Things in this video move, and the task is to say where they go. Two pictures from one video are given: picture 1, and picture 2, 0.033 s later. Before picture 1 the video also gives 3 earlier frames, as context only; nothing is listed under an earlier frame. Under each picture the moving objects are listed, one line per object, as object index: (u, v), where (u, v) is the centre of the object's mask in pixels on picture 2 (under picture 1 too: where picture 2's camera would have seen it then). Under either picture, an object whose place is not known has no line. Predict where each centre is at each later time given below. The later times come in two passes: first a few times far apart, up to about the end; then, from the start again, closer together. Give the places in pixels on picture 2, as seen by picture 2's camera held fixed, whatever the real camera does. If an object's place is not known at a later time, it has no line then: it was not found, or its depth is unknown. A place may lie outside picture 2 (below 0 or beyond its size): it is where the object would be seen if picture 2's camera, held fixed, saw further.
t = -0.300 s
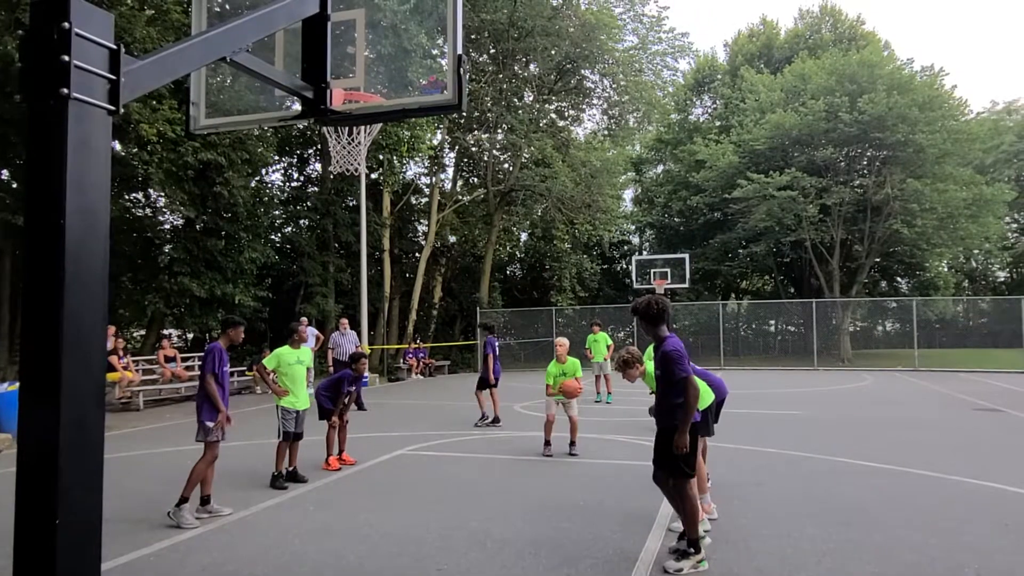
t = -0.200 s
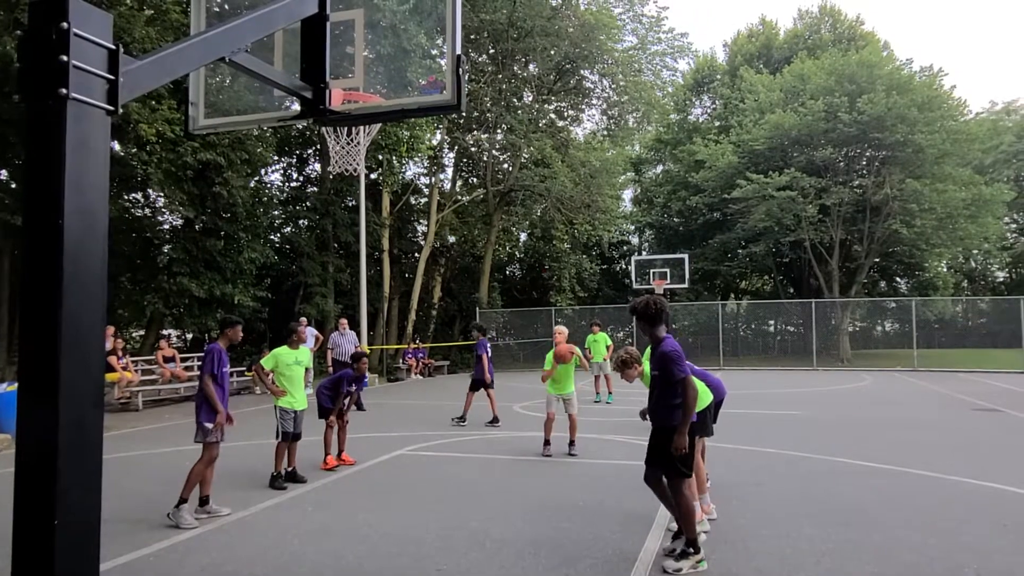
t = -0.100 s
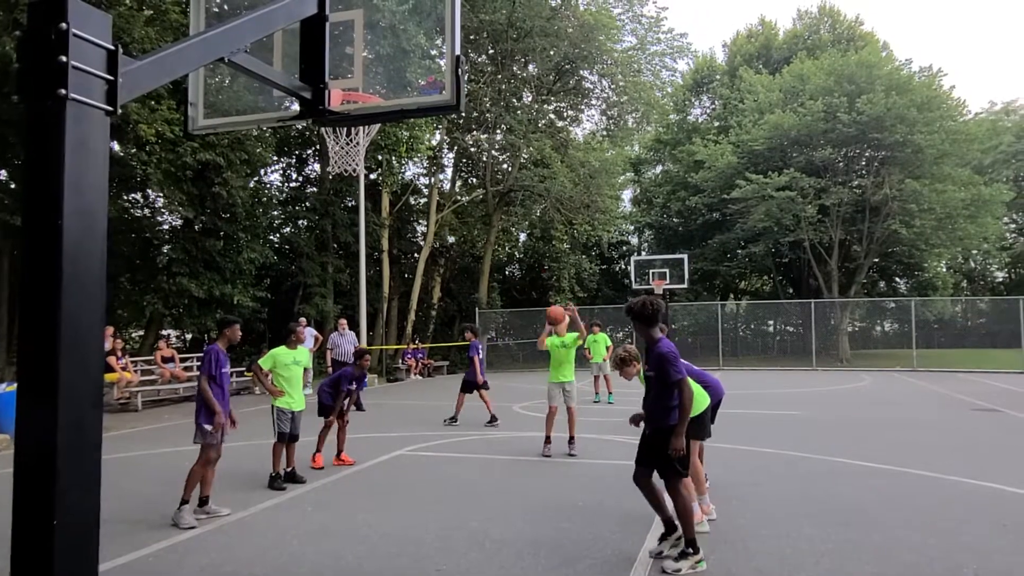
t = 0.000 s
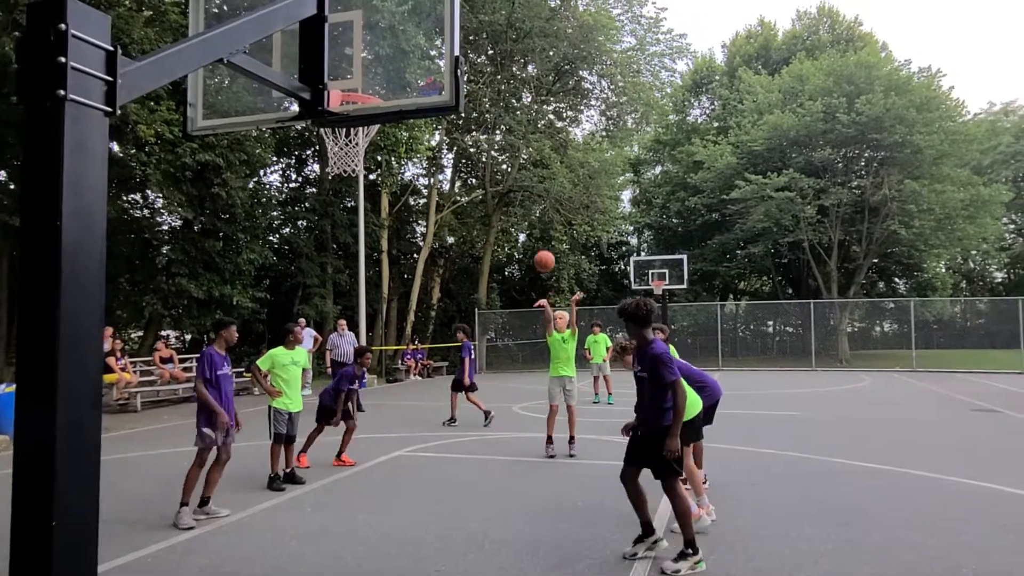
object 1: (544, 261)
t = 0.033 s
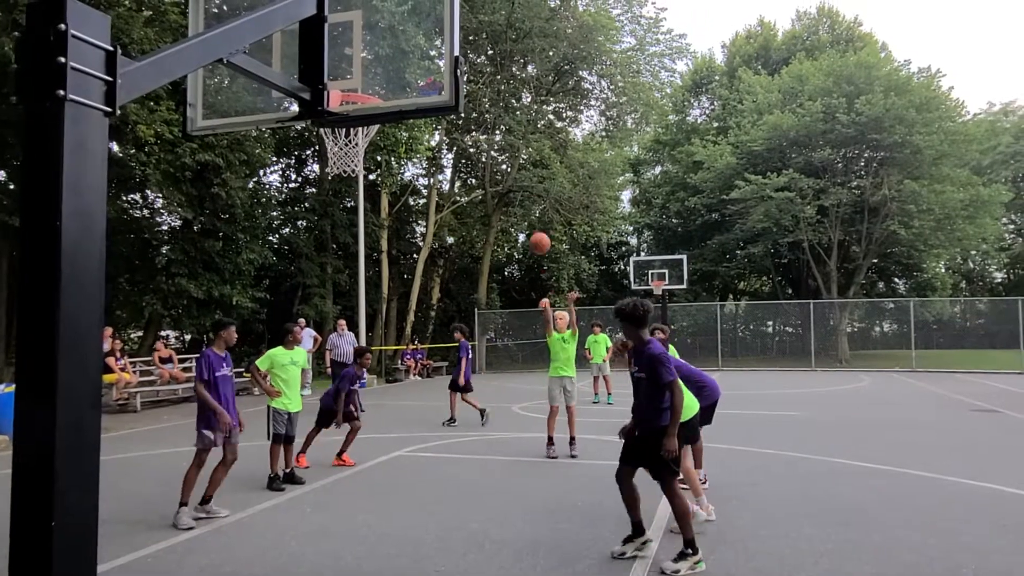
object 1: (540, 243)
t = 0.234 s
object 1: (513, 145)
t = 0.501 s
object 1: (470, 52)
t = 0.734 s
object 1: (419, 18)
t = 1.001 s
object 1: (341, 61)
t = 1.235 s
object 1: (378, 14)
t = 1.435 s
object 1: (425, 4)
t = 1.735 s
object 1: (488, 66)
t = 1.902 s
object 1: (518, 142)
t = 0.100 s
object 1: (531, 208)
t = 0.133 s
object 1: (526, 192)
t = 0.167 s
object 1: (522, 176)
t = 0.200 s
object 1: (518, 160)
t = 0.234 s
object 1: (513, 145)
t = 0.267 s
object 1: (507, 131)
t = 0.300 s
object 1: (502, 119)
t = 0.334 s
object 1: (497, 105)
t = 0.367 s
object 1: (492, 93)
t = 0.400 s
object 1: (486, 82)
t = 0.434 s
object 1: (480, 72)
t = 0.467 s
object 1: (475, 62)
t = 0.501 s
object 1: (470, 52)
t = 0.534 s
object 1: (466, 45)
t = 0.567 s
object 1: (463, 38)
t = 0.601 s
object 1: (439, 31)
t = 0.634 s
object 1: (437, 26)
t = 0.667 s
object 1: (433, 23)
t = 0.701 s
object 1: (428, 22)
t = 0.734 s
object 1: (419, 18)
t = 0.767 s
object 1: (412, 18)
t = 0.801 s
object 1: (403, 18)
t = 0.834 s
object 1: (394, 21)
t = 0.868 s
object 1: (386, 25)
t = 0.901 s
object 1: (377, 33)
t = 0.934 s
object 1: (371, 42)
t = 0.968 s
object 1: (352, 47)
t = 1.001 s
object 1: (341, 61)
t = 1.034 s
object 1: (338, 70)
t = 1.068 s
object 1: (337, 71)
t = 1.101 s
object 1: (340, 61)
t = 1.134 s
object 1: (341, 54)
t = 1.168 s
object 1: (362, 34)
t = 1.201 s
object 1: (373, 22)
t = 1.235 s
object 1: (378, 14)
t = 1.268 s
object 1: (386, 10)
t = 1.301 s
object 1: (395, 8)
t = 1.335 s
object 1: (402, 6)
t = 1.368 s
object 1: (412, 5)
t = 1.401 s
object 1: (418, 5)
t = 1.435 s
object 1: (425, 4)
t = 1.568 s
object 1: (466, 16)
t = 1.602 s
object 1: (468, 22)
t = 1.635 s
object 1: (471, 31)
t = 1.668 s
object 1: (475, 42)
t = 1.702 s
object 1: (481, 53)
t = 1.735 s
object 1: (488, 66)
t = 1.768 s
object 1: (494, 78)
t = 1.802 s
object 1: (500, 92)
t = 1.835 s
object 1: (506, 108)
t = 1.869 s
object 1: (512, 124)
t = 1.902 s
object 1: (518, 142)
